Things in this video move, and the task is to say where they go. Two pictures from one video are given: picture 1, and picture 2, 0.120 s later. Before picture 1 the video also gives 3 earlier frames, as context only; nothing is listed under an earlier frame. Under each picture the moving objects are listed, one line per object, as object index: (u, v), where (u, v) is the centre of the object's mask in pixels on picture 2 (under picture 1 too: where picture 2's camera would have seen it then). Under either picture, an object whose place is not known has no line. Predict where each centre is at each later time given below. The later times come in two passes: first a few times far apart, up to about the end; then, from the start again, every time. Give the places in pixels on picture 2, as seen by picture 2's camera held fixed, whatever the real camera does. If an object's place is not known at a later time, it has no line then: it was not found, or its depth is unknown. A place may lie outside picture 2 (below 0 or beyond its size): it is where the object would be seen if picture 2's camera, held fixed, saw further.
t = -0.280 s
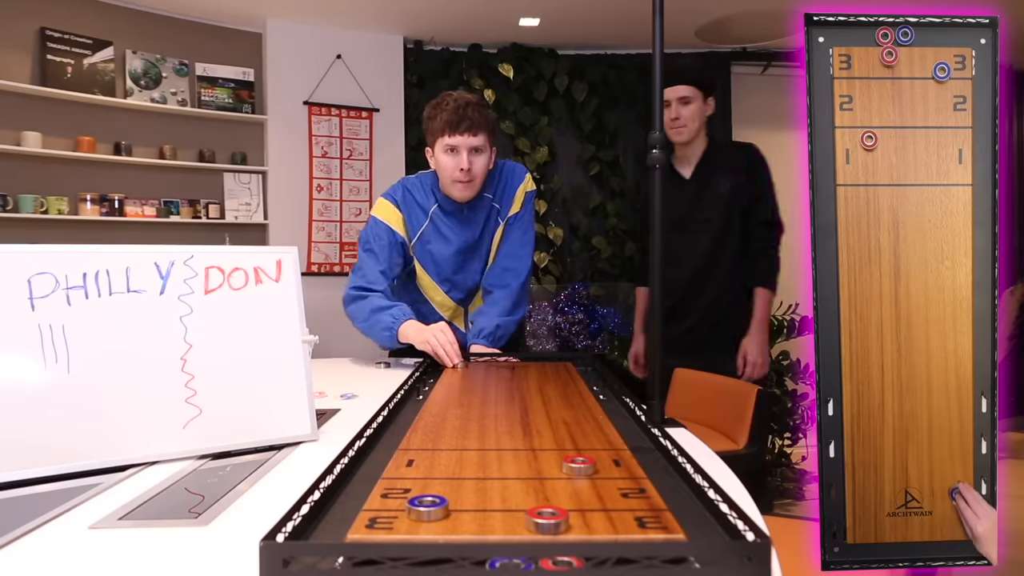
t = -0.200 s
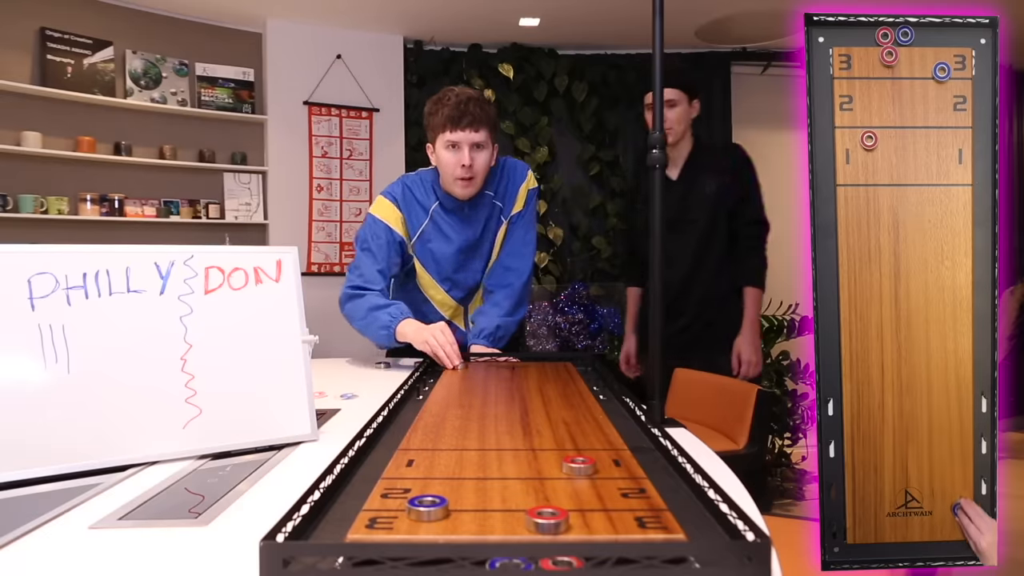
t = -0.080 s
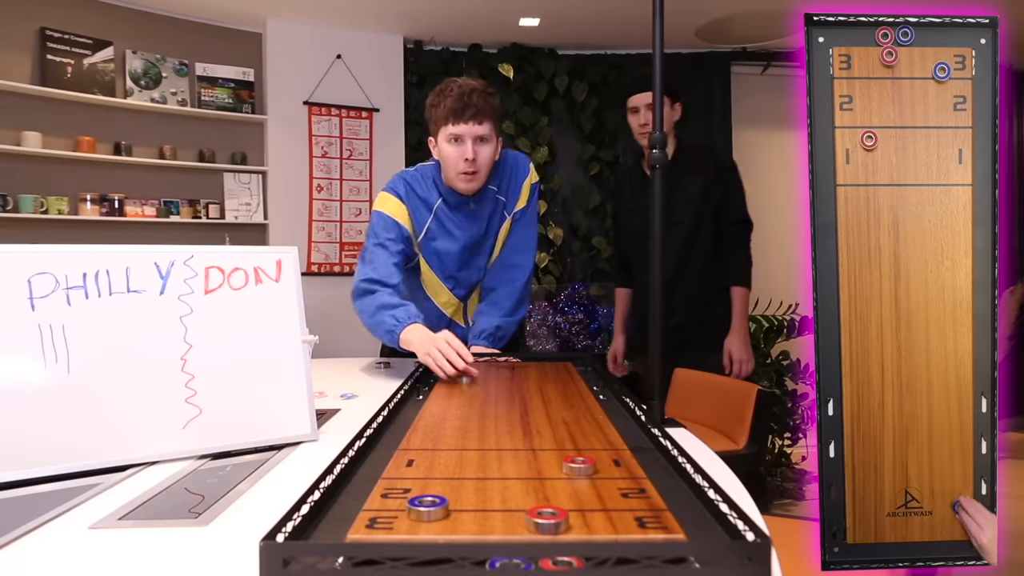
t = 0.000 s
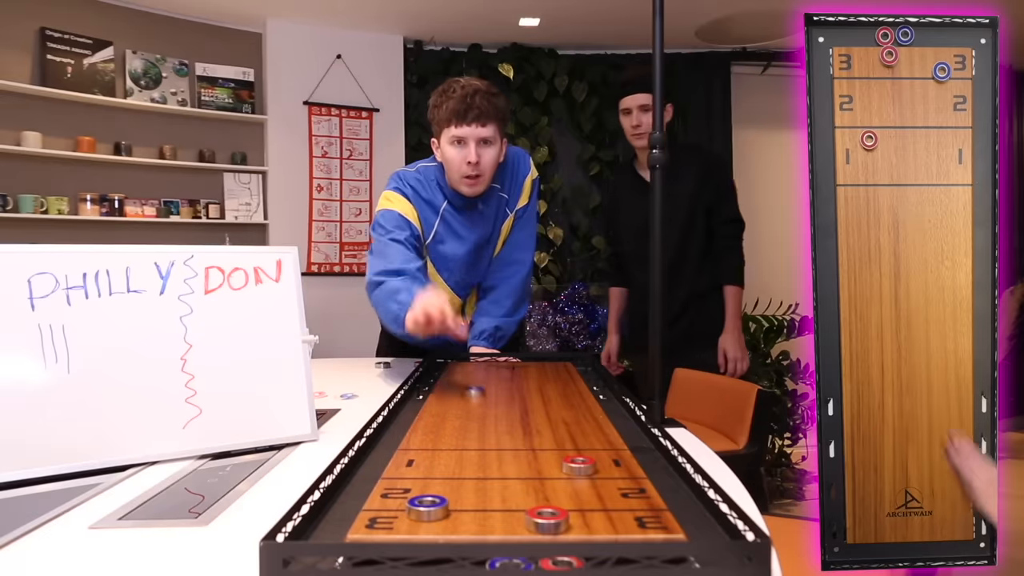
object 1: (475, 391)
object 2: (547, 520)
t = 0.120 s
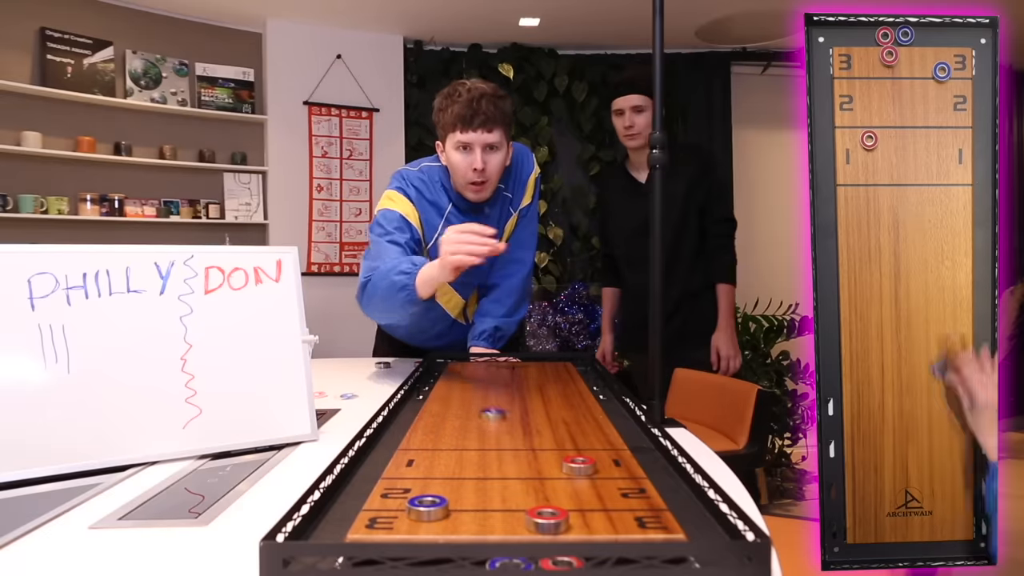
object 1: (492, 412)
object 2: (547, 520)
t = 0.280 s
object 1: (527, 450)
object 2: (547, 520)
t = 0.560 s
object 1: (633, 534)
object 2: (538, 524)
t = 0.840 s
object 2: (538, 525)
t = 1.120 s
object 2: (538, 525)
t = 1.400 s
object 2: (538, 525)
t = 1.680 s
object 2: (538, 525)
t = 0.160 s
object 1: (500, 421)
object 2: (547, 520)
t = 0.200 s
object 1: (508, 431)
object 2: (547, 520)
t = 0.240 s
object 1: (517, 442)
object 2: (547, 520)
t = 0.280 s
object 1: (527, 450)
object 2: (547, 520)
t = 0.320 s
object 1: (537, 463)
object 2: (547, 520)
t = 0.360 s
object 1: (549, 474)
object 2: (547, 520)
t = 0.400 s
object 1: (562, 489)
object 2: (547, 520)
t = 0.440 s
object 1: (575, 501)
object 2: (548, 520)
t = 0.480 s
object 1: (590, 514)
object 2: (545, 521)
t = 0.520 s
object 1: (611, 526)
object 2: (540, 523)
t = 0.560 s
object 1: (633, 534)
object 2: (538, 524)
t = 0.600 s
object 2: (538, 525)
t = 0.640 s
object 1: (667, 562)
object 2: (538, 525)
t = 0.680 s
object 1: (670, 561)
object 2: (538, 525)
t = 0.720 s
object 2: (538, 525)
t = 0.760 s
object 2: (538, 525)
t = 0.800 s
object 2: (538, 525)
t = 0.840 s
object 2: (538, 525)
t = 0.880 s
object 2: (538, 525)
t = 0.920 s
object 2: (538, 525)
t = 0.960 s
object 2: (538, 525)
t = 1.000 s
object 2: (538, 525)
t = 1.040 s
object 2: (538, 525)
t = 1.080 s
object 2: (538, 525)
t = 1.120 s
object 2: (538, 525)
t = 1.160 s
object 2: (538, 525)
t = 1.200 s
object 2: (538, 525)
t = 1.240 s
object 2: (538, 525)
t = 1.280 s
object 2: (538, 525)
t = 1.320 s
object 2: (538, 525)
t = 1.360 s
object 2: (538, 525)
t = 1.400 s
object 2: (538, 525)
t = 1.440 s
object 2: (538, 525)
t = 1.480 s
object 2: (538, 525)
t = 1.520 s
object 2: (538, 525)
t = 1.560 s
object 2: (538, 525)
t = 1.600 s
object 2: (538, 525)
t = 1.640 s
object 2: (538, 525)
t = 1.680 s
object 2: (538, 525)
